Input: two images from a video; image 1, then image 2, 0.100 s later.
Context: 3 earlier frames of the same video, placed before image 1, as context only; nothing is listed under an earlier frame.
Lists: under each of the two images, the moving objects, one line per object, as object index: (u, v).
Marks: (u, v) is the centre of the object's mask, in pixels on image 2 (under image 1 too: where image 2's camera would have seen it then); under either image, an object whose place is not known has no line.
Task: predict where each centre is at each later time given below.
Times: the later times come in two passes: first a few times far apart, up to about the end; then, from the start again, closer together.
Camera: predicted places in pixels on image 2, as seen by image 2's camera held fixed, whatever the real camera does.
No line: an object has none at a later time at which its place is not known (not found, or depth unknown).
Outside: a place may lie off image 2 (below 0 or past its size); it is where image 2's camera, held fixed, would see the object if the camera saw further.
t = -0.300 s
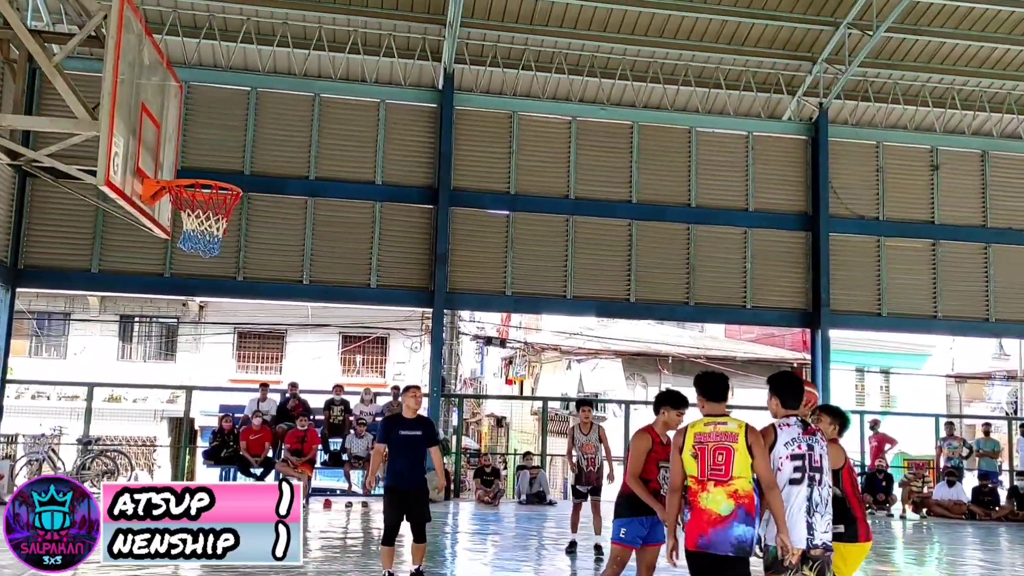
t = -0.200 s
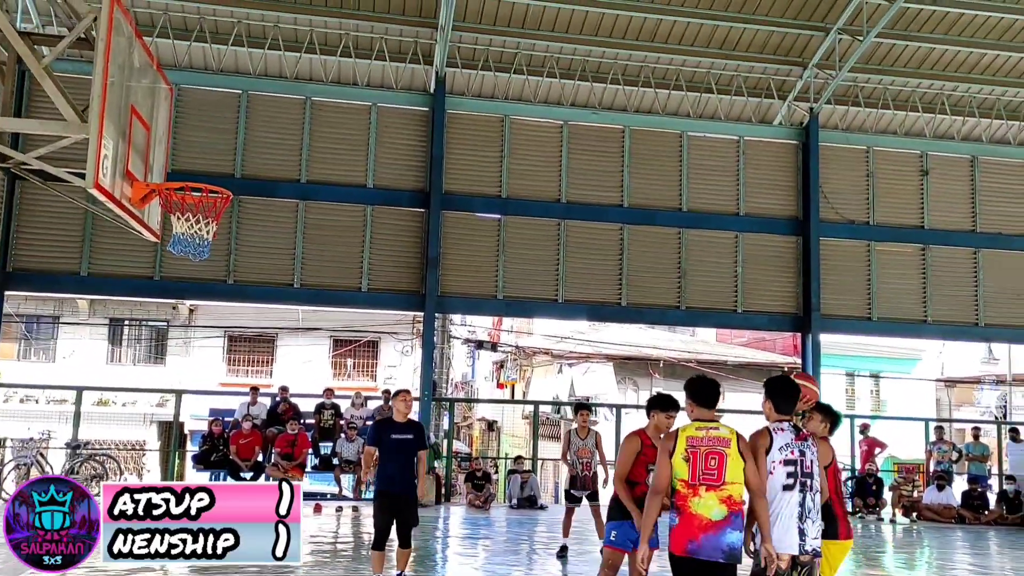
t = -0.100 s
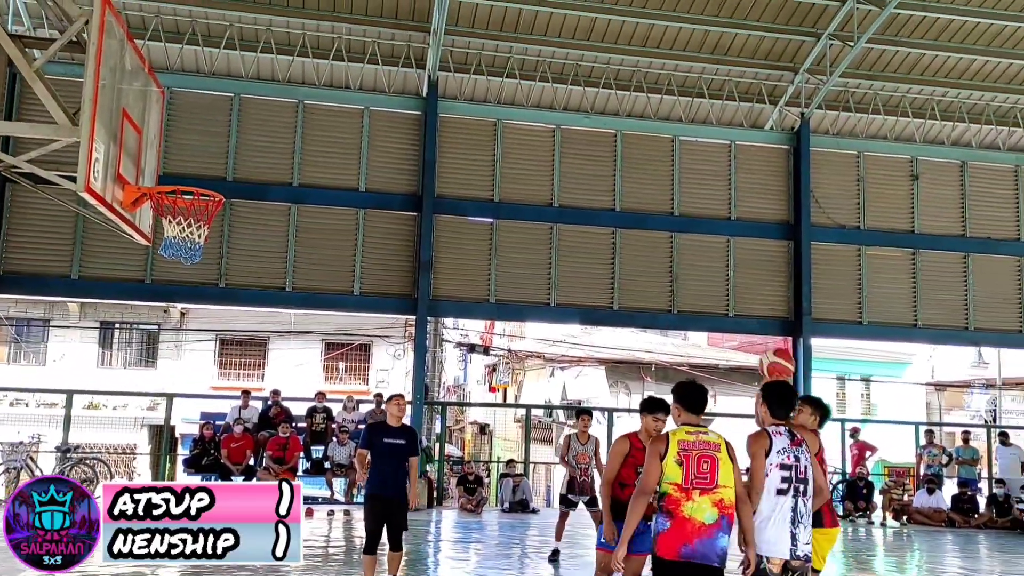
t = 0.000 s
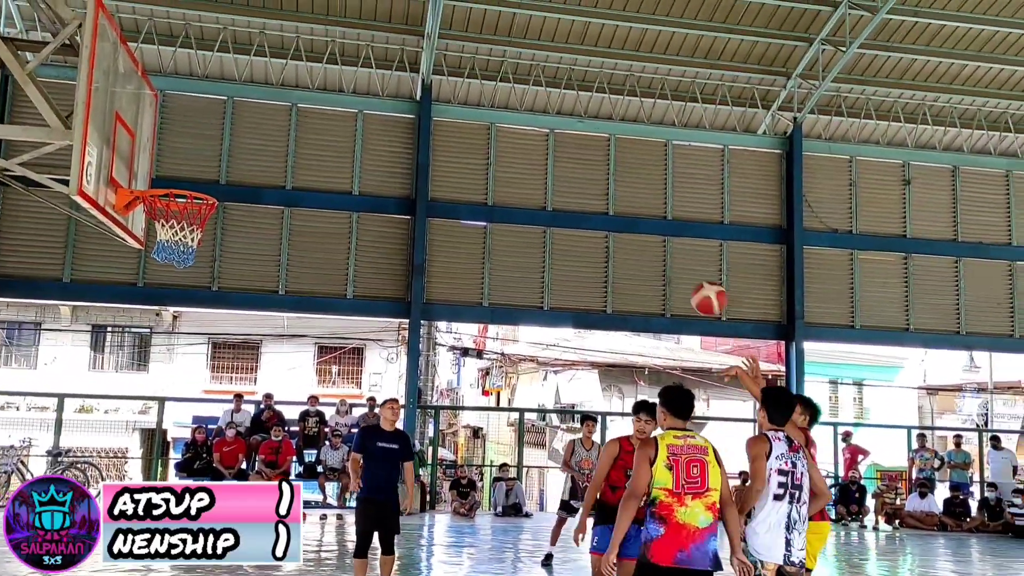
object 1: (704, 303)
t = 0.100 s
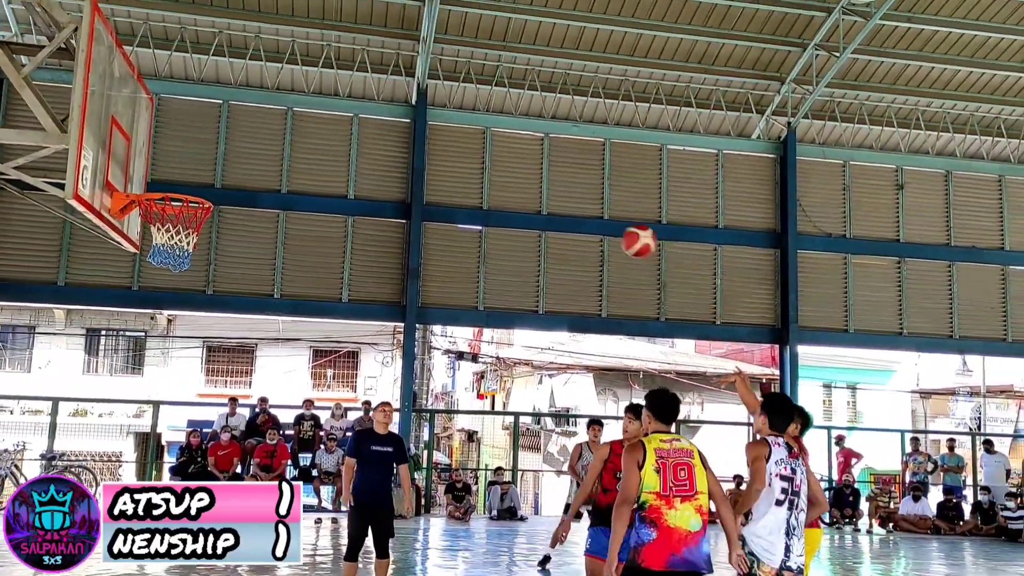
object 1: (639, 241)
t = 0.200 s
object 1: (576, 194)
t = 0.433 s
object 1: (430, 135)
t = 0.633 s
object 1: (302, 139)
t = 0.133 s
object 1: (617, 224)
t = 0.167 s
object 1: (597, 209)
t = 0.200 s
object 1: (576, 194)
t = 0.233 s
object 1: (555, 181)
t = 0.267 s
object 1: (534, 170)
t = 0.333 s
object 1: (492, 152)
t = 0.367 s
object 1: (471, 145)
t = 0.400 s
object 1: (450, 139)
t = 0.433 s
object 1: (430, 135)
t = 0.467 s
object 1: (409, 132)
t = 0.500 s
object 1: (388, 131)
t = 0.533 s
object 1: (366, 131)
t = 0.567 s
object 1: (345, 132)
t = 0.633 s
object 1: (302, 139)
